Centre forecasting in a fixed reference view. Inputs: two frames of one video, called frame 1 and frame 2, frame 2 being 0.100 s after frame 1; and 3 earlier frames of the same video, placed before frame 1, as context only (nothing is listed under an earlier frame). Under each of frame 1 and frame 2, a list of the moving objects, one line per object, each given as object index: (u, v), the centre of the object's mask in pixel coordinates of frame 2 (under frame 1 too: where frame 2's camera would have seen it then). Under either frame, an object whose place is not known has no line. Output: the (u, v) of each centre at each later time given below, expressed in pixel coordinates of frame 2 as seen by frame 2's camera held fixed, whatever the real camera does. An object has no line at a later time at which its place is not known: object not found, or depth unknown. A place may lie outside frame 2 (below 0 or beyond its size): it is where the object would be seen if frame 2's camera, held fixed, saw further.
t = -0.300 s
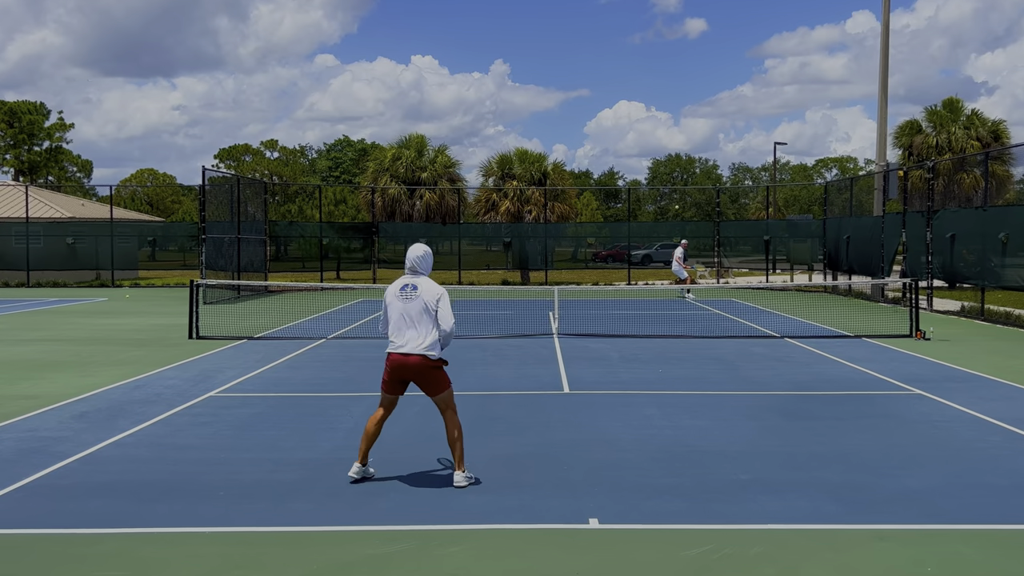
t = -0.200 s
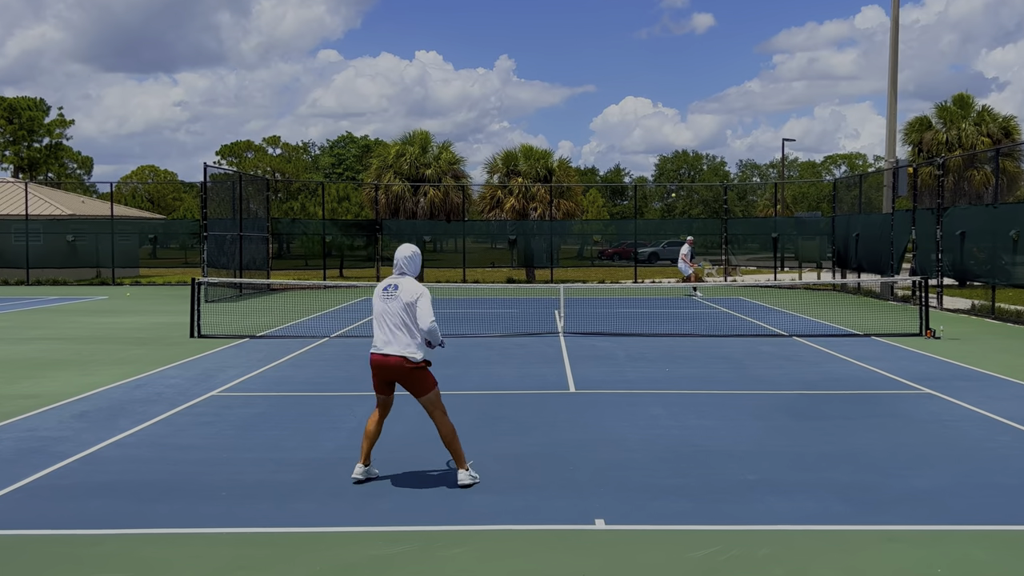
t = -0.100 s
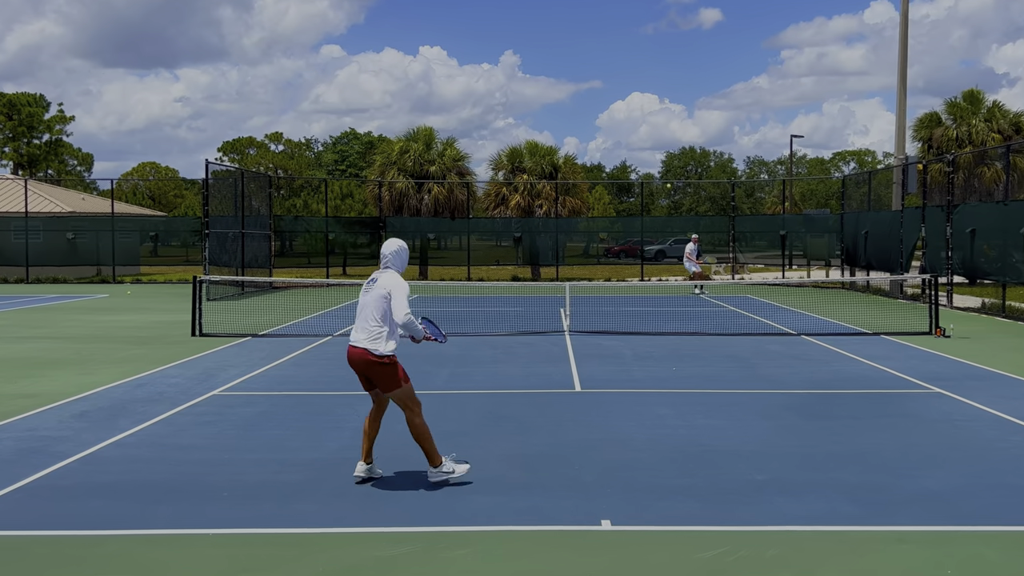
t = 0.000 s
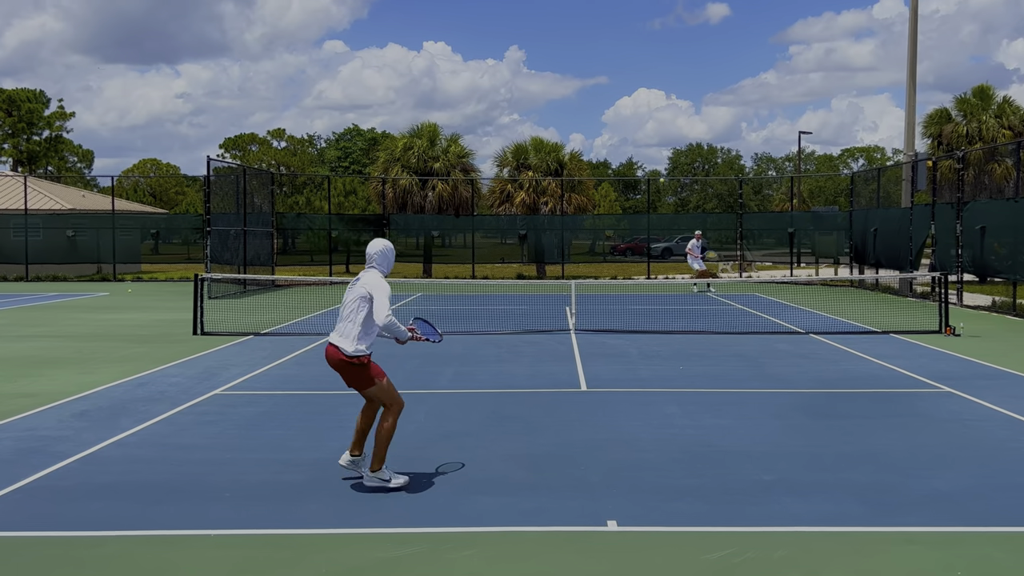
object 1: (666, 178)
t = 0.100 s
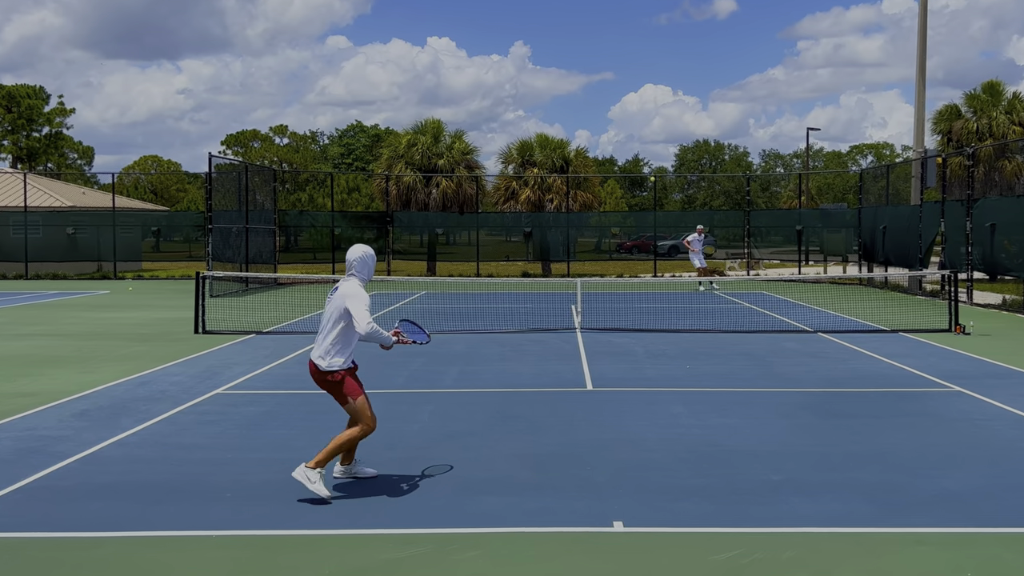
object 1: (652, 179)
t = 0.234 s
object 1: (628, 189)
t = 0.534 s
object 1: (551, 269)
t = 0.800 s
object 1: (439, 407)
